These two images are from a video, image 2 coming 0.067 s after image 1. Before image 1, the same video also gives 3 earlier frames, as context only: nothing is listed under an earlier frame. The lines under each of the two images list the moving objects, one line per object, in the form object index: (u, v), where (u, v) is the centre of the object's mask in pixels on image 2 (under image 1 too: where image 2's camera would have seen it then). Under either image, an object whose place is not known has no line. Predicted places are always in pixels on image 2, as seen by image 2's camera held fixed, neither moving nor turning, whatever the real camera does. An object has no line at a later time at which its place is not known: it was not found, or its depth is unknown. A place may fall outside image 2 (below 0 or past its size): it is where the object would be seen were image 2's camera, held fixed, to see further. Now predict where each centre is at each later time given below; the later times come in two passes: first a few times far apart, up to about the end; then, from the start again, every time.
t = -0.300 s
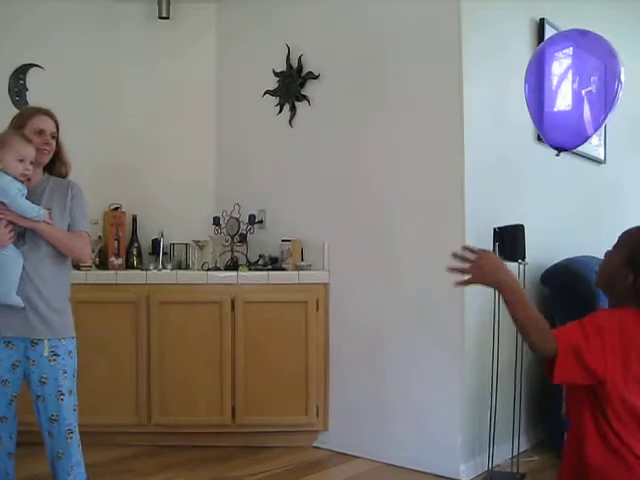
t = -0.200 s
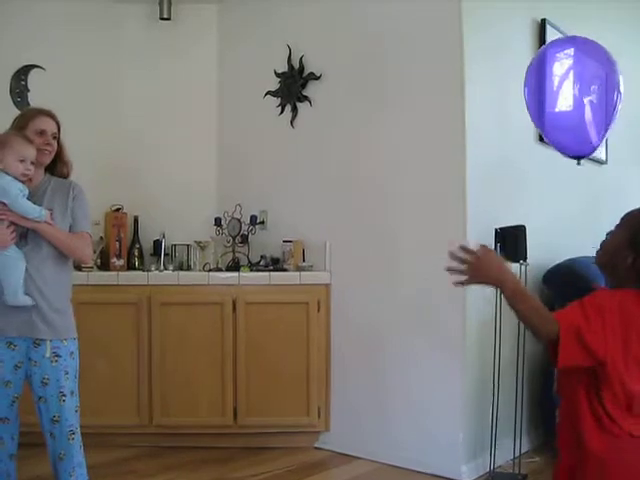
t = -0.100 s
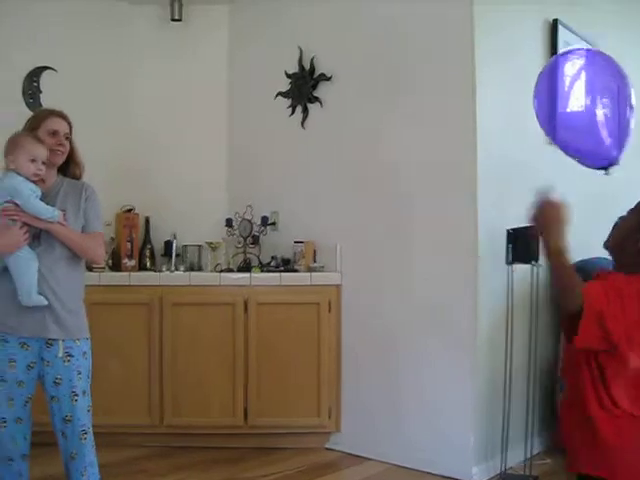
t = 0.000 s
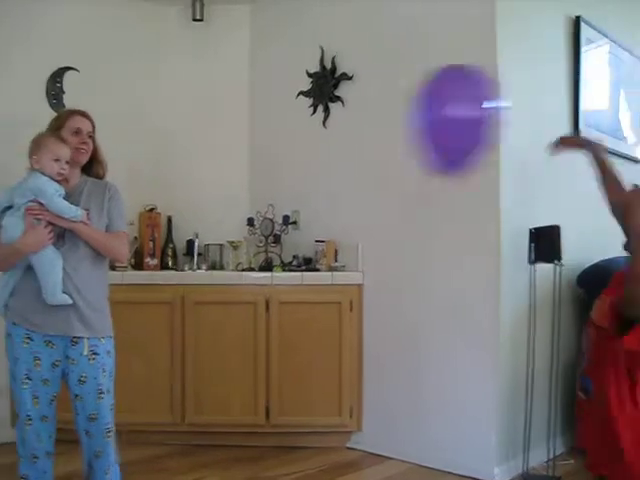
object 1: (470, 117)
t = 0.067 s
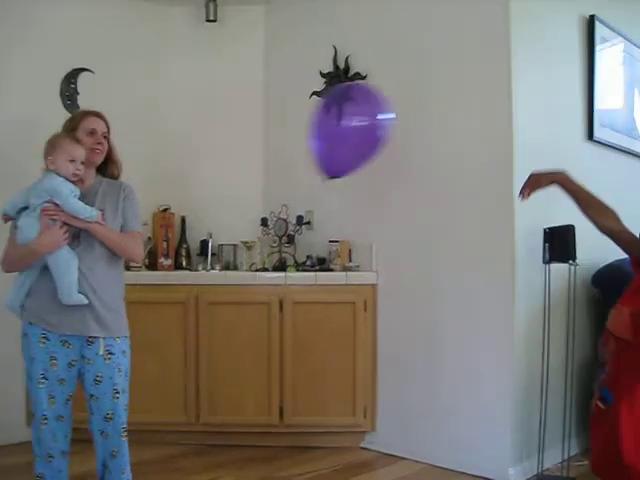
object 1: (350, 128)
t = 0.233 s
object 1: (250, 111)
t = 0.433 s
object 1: (231, 94)
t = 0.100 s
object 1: (314, 129)
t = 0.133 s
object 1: (288, 126)
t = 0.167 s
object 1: (271, 122)
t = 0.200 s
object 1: (259, 116)
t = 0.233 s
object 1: (250, 111)
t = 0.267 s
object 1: (244, 107)
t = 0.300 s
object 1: (239, 102)
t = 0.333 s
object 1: (236, 99)
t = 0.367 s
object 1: (234, 96)
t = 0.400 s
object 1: (233, 95)
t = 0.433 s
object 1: (231, 94)
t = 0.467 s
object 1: (231, 95)
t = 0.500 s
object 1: (230, 96)
